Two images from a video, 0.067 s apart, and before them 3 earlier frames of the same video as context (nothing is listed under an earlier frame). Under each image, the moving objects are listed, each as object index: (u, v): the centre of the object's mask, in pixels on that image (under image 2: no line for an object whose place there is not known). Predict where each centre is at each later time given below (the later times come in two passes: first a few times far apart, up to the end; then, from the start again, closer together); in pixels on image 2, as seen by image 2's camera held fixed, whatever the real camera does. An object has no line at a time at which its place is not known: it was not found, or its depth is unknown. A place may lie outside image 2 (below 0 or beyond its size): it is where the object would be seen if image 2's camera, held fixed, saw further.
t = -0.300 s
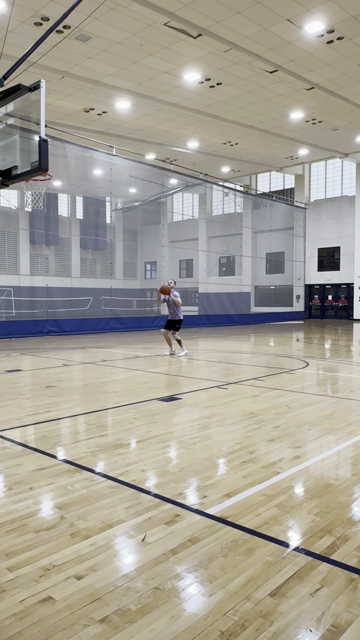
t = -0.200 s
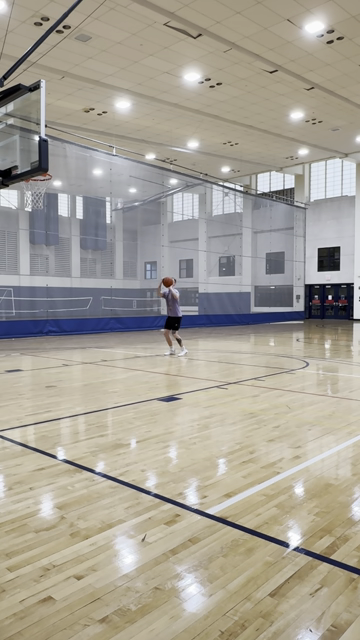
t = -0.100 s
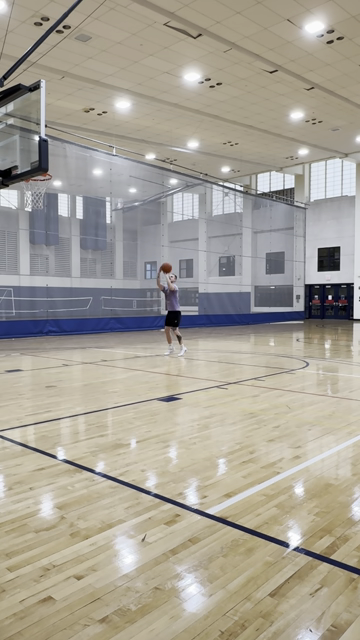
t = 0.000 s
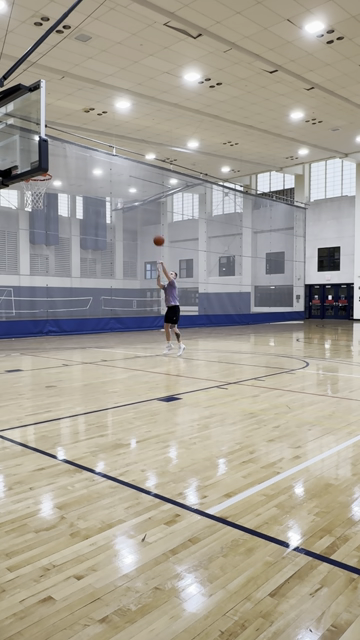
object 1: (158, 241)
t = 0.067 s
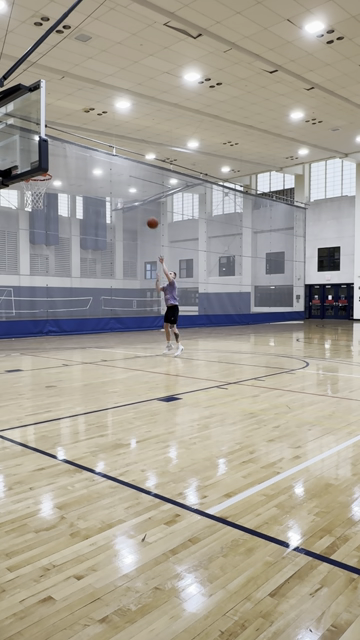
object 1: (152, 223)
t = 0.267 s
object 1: (131, 178)
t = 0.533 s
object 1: (98, 142)
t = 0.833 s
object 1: (54, 147)
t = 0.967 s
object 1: (24, 165)
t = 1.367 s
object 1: (44, 231)
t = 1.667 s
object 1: (69, 345)
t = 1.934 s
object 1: (90, 327)
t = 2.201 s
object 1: (112, 282)
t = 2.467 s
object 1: (134, 289)
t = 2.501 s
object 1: (137, 293)
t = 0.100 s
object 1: (149, 214)
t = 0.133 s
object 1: (145, 206)
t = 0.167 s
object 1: (142, 199)
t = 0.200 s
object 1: (139, 192)
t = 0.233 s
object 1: (135, 185)
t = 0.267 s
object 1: (131, 178)
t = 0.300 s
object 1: (128, 172)
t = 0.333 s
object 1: (124, 166)
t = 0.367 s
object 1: (120, 161)
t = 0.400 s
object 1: (116, 156)
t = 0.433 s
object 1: (112, 152)
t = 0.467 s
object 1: (107, 148)
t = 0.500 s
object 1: (103, 145)
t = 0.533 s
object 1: (98, 142)
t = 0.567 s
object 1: (94, 140)
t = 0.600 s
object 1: (89, 138)
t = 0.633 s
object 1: (84, 137)
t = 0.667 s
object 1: (79, 137)
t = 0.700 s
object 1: (74, 138)
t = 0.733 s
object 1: (69, 138)
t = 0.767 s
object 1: (63, 140)
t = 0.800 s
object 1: (58, 143)
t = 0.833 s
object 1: (54, 147)
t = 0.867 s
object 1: (51, 151)
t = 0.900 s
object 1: (35, 155)
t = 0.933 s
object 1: (31, 160)
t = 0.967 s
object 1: (24, 165)
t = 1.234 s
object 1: (34, 201)
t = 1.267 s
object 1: (36, 207)
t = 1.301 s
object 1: (39, 214)
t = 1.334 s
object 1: (42, 222)
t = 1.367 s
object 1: (44, 231)
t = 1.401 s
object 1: (47, 240)
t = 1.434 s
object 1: (50, 251)
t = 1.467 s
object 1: (52, 262)
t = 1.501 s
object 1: (55, 274)
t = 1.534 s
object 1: (58, 286)
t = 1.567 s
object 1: (60, 300)
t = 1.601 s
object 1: (63, 314)
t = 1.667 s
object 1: (69, 345)
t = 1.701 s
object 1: (71, 362)
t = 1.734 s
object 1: (74, 379)
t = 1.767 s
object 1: (76, 380)
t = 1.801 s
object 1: (79, 368)
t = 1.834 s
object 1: (82, 357)
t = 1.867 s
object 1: (85, 346)
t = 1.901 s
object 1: (87, 336)
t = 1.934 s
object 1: (90, 327)
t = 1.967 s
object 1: (93, 319)
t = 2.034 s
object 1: (98, 304)
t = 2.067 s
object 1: (101, 298)
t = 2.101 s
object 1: (103, 293)
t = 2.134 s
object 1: (106, 289)
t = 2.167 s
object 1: (109, 285)
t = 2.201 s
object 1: (112, 282)
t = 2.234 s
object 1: (115, 280)
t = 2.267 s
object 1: (118, 279)
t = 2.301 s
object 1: (120, 279)
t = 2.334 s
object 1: (123, 279)
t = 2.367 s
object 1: (126, 280)
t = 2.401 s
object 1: (129, 282)
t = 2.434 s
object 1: (131, 285)
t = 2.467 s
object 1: (134, 289)
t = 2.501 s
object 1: (137, 293)
